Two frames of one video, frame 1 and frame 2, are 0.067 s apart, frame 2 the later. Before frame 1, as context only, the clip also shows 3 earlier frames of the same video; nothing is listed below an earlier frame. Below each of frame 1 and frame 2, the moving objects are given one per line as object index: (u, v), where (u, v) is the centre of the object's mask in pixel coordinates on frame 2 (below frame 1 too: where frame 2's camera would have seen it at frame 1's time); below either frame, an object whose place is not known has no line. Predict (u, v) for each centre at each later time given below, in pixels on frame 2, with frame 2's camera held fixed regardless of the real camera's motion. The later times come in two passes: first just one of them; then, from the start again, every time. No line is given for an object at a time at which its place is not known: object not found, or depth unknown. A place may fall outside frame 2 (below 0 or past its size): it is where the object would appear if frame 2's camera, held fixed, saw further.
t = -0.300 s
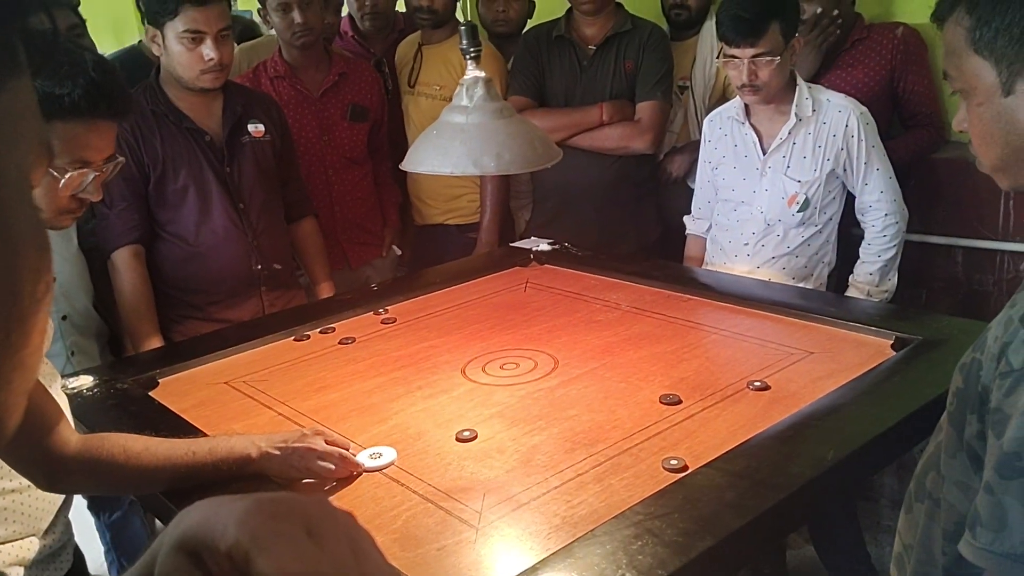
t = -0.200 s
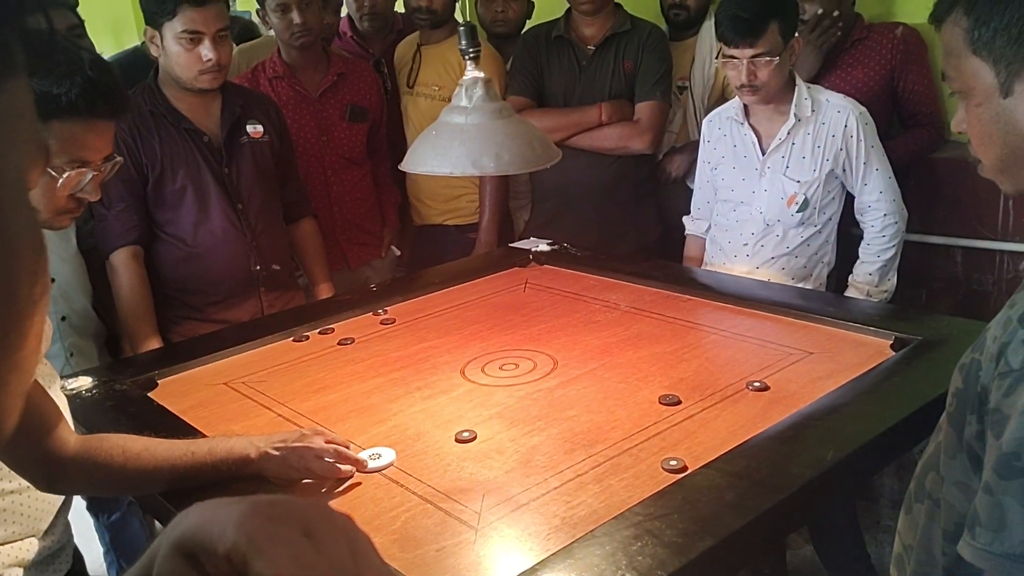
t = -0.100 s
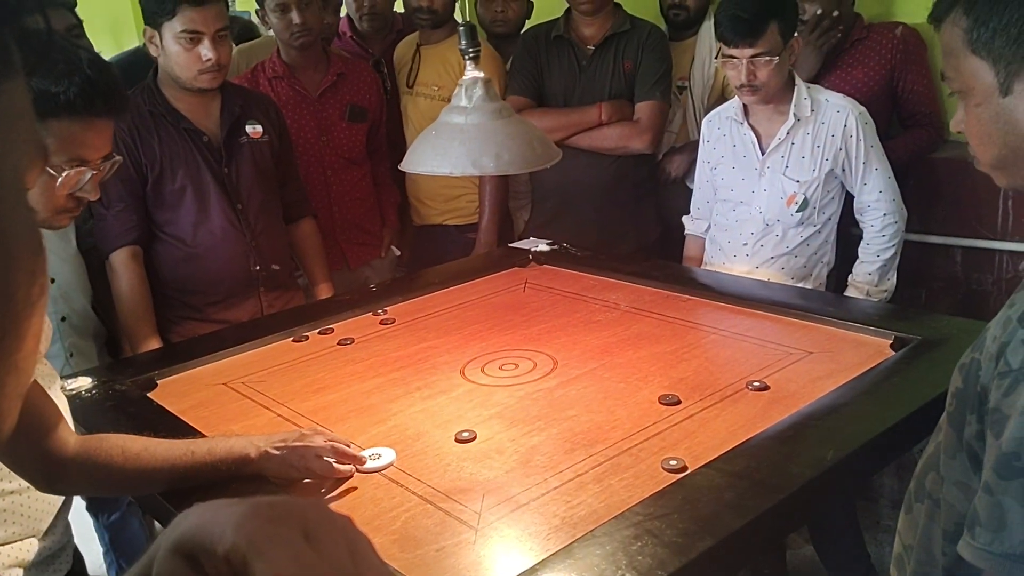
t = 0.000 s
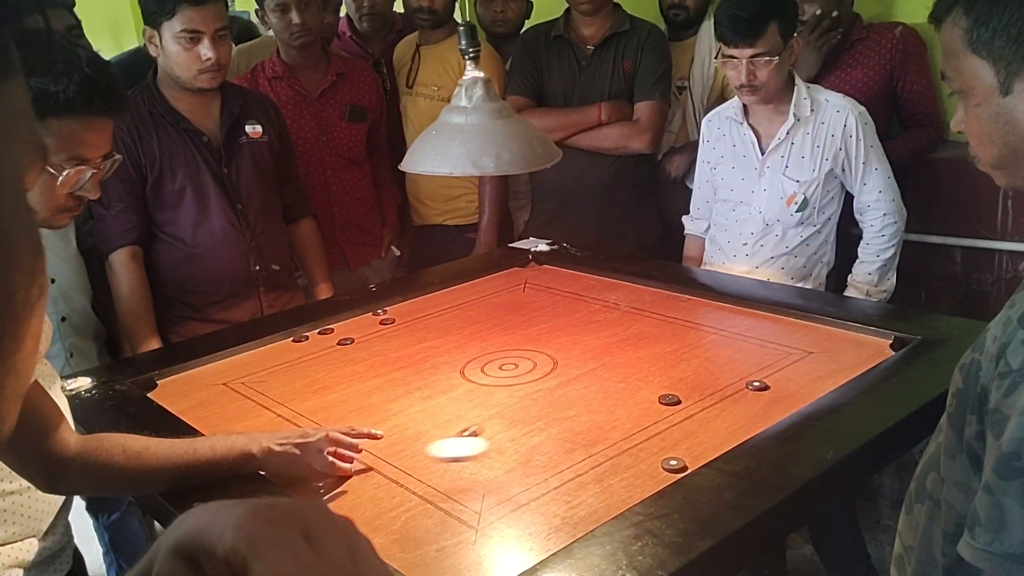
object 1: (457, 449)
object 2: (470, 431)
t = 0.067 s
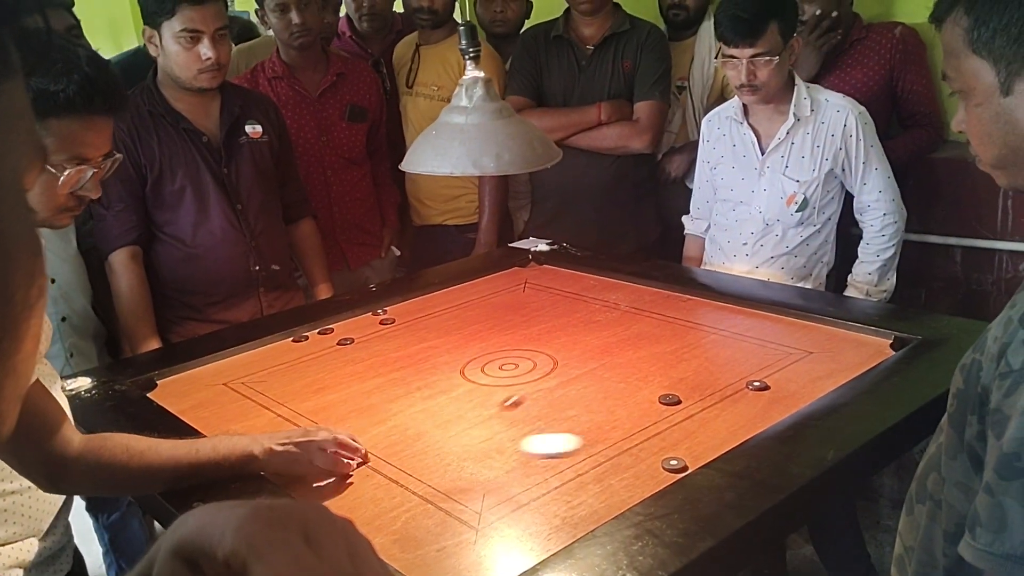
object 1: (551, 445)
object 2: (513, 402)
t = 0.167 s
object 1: (690, 441)
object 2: (564, 363)
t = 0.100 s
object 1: (597, 443)
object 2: (531, 389)
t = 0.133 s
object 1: (644, 442)
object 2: (548, 375)
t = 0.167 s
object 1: (690, 441)
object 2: (564, 363)
